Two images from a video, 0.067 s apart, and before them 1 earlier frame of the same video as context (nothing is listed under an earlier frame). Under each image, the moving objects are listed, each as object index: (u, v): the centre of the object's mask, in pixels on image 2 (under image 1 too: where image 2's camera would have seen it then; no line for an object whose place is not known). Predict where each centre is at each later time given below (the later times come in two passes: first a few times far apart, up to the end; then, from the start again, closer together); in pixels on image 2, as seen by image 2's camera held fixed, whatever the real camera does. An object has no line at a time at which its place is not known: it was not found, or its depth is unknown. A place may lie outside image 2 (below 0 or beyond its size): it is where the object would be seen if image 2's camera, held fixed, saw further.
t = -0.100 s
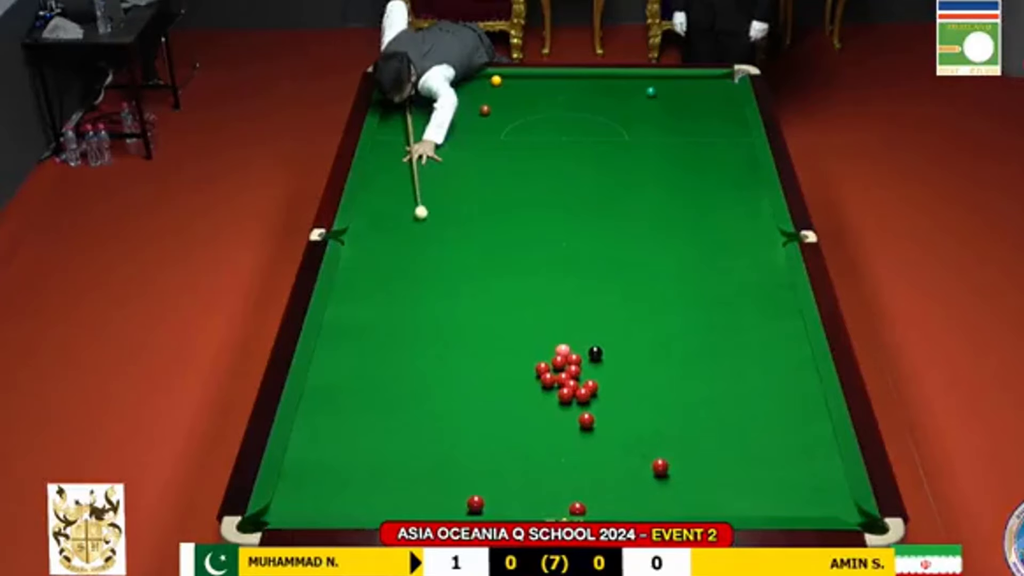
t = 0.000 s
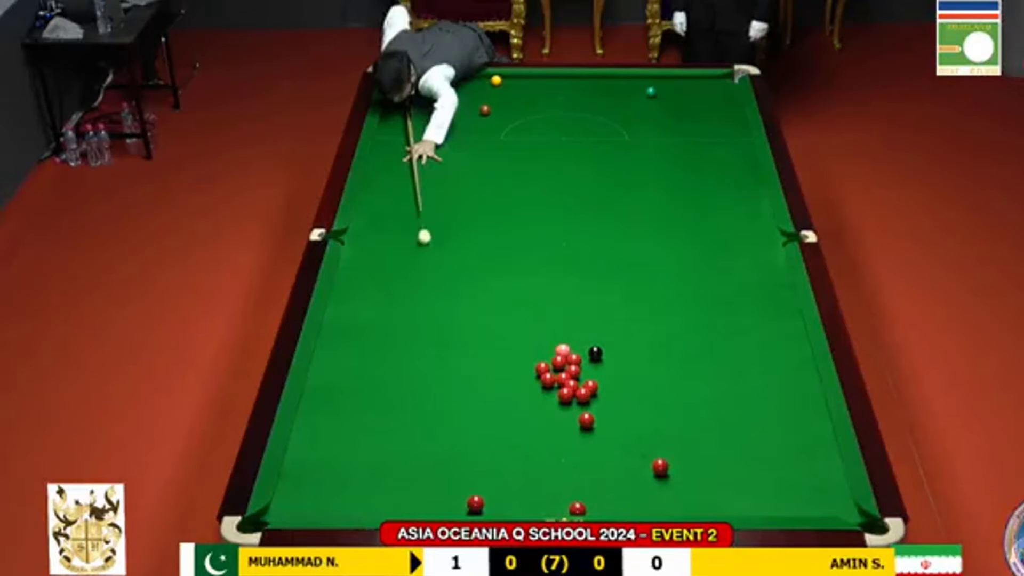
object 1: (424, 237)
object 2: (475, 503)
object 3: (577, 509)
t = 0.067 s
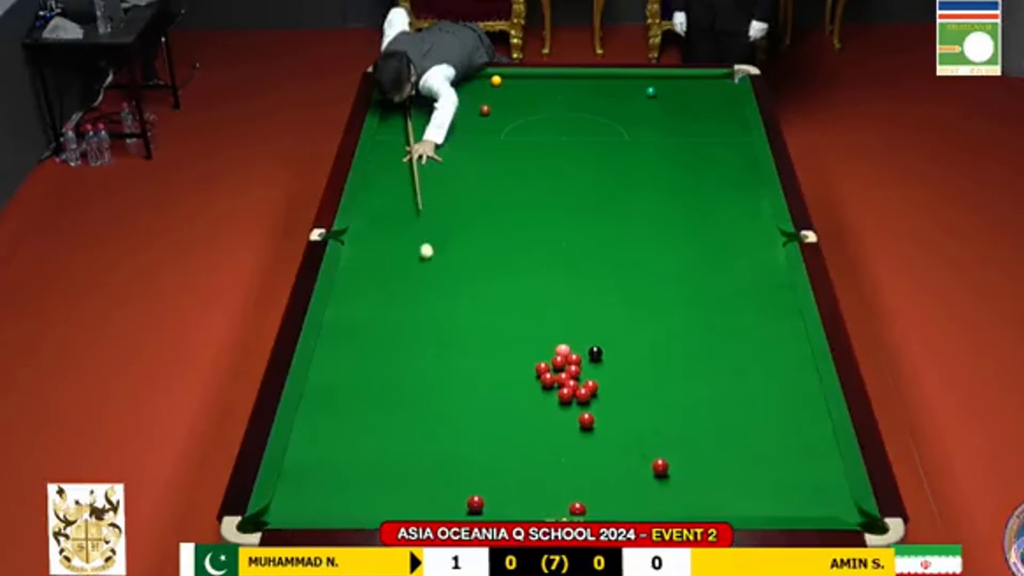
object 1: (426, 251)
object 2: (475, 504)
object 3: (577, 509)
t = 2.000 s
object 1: (381, 334)
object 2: (592, 485)
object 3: (610, 509)
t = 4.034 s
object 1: (397, 166)
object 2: (641, 453)
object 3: (643, 507)
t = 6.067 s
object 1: (425, 89)
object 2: (642, 453)
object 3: (643, 507)
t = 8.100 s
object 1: (420, 88)
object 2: (642, 453)
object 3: (643, 507)
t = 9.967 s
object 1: (420, 89)
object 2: (642, 453)
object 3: (643, 507)
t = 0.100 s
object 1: (427, 261)
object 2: (475, 504)
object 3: (577, 509)
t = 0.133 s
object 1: (428, 266)
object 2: (475, 504)
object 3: (577, 509)
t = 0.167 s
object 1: (429, 277)
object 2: (475, 504)
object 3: (577, 509)
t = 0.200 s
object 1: (431, 287)
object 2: (475, 504)
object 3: (577, 509)
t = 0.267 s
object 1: (433, 302)
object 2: (475, 504)
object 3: (577, 509)
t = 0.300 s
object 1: (434, 313)
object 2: (475, 504)
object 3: (577, 509)
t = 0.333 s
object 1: (435, 318)
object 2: (475, 504)
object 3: (577, 509)
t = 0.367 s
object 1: (436, 330)
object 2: (475, 503)
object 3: (577, 509)
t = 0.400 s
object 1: (438, 341)
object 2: (475, 504)
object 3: (577, 509)
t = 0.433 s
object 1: (439, 347)
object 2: (475, 504)
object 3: (577, 509)
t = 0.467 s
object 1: (440, 359)
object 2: (475, 504)
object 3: (577, 509)
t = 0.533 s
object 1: (442, 377)
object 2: (475, 503)
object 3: (577, 509)
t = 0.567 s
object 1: (444, 390)
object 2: (475, 504)
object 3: (577, 509)
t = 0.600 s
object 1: (446, 403)
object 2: (475, 503)
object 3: (577, 509)
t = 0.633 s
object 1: (447, 409)
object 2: (475, 503)
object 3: (577, 509)
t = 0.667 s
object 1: (449, 423)
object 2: (475, 503)
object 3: (577, 509)
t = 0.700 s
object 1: (450, 437)
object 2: (475, 503)
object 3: (577, 509)
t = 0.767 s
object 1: (453, 458)
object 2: (475, 504)
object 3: (577, 509)
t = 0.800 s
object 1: (455, 473)
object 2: (475, 504)
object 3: (577, 509)
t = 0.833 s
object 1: (457, 480)
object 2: (475, 504)
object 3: (577, 509)
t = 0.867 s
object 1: (458, 496)
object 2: (475, 503)
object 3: (577, 509)
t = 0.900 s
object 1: (454, 507)
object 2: (482, 504)
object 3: (577, 509)
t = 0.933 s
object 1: (451, 509)
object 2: (486, 505)
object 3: (577, 509)
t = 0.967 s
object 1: (446, 501)
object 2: (495, 507)
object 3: (577, 509)
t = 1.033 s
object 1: (440, 486)
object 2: (506, 509)
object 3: (577, 509)
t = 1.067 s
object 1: (437, 476)
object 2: (513, 511)
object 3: (577, 509)
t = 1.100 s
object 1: (434, 468)
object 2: (518, 510)
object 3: (577, 509)
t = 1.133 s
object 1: (432, 464)
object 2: (521, 510)
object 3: (577, 509)
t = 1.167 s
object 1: (429, 456)
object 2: (527, 508)
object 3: (577, 509)
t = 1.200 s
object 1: (426, 449)
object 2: (532, 509)
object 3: (577, 509)
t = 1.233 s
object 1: (425, 445)
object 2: (536, 508)
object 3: (577, 509)
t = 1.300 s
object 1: (420, 432)
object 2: (548, 507)
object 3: (577, 509)
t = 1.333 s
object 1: (418, 429)
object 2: (551, 507)
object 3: (577, 509)
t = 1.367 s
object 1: (416, 423)
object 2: (556, 506)
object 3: (577, 509)
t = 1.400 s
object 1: (413, 416)
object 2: (561, 506)
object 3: (578, 509)
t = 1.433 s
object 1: (412, 413)
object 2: (563, 505)
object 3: (580, 509)
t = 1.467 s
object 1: (410, 407)
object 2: (564, 503)
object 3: (582, 510)
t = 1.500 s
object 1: (408, 401)
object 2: (566, 502)
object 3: (585, 510)
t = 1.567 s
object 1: (404, 392)
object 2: (570, 499)
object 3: (590, 510)
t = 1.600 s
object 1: (402, 387)
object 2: (572, 499)
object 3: (591, 511)
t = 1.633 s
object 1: (401, 384)
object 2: (573, 497)
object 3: (592, 510)
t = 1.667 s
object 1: (398, 378)
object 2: (575, 495)
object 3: (594, 510)
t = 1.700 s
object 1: (396, 372)
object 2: (577, 494)
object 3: (597, 510)
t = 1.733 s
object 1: (395, 370)
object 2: (578, 493)
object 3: (598, 510)
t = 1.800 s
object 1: (391, 359)
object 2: (582, 491)
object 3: (602, 510)
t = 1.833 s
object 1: (390, 357)
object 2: (583, 490)
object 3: (603, 510)
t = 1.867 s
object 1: (388, 351)
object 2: (585, 489)
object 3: (605, 509)
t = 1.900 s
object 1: (385, 346)
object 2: (587, 488)
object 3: (606, 509)
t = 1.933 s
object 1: (384, 344)
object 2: (588, 487)
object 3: (607, 509)
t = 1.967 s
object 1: (383, 339)
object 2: (590, 486)
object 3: (608, 509)
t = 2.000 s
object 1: (381, 334)
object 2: (592, 485)
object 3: (610, 509)
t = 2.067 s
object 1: (377, 327)
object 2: (594, 483)
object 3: (614, 509)
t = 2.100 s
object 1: (376, 322)
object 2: (596, 482)
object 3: (615, 508)
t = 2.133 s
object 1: (375, 320)
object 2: (597, 481)
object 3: (616, 509)
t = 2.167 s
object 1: (373, 315)
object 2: (599, 480)
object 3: (617, 508)
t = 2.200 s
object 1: (371, 311)
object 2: (600, 479)
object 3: (620, 508)
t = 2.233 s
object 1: (370, 308)
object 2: (601, 478)
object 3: (620, 508)
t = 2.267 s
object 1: (369, 304)
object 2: (603, 477)
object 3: (621, 508)
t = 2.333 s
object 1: (366, 297)
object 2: (605, 476)
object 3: (623, 507)
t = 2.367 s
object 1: (364, 293)
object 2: (607, 474)
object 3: (624, 507)
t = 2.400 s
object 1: (362, 289)
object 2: (608, 474)
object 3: (626, 507)
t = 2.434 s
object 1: (360, 282)
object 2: (610, 472)
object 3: (628, 507)
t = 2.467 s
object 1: (358, 278)
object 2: (612, 471)
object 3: (629, 507)
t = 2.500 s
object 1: (357, 276)
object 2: (612, 471)
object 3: (629, 507)
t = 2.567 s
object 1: (354, 268)
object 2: (615, 469)
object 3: (632, 507)
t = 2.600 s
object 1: (353, 267)
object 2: (615, 469)
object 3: (633, 507)
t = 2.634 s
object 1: (352, 263)
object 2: (617, 468)
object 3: (633, 507)
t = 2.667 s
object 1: (350, 259)
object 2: (618, 467)
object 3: (634, 507)
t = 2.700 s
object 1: (350, 257)
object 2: (619, 467)
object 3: (635, 507)
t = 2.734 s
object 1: (348, 253)
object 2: (620, 466)
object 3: (636, 507)
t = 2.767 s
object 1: (349, 250)
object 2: (621, 465)
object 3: (637, 507)
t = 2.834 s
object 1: (352, 245)
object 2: (623, 464)
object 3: (638, 507)
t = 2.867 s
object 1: (353, 242)
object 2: (624, 463)
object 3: (638, 507)
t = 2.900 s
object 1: (354, 240)
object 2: (625, 463)
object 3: (639, 507)
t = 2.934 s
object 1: (356, 237)
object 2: (626, 462)
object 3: (639, 507)
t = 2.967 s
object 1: (358, 234)
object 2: (626, 462)
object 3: (640, 507)
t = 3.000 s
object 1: (359, 232)
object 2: (627, 462)
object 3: (640, 507)
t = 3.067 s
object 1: (362, 226)
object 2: (629, 461)
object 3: (641, 507)
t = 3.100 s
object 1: (363, 225)
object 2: (629, 460)
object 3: (641, 507)
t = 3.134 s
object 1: (365, 222)
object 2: (630, 460)
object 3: (642, 507)
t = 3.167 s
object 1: (366, 219)
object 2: (631, 459)
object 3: (642, 507)
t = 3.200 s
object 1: (367, 218)
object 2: (632, 459)
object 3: (642, 507)
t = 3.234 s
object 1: (369, 215)
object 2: (632, 458)
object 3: (643, 507)
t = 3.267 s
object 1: (370, 212)
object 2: (633, 458)
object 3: (643, 507)
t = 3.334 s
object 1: (373, 208)
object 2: (635, 458)
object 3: (643, 507)
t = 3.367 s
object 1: (374, 205)
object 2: (635, 457)
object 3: (643, 507)
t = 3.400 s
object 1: (375, 204)
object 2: (635, 457)
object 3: (643, 507)
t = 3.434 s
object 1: (376, 201)
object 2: (636, 456)
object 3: (643, 507)
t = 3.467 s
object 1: (378, 199)
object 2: (637, 456)
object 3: (643, 507)
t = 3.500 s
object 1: (379, 198)
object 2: (637, 456)
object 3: (643, 507)
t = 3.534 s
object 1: (380, 195)
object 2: (637, 456)
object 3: (643, 507)
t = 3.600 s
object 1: (382, 191)
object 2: (638, 455)
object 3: (643, 507)
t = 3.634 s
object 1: (384, 189)
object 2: (639, 455)
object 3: (643, 507)
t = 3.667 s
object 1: (385, 186)
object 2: (639, 455)
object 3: (643, 507)
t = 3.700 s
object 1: (386, 185)
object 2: (639, 455)
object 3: (643, 507)
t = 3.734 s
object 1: (387, 183)
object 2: (639, 455)
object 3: (643, 507)
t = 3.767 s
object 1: (389, 180)
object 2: (640, 454)
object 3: (643, 507)
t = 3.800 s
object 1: (389, 179)
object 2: (640, 454)
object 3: (643, 507)
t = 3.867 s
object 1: (392, 175)
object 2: (641, 454)
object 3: (643, 507)
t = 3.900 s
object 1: (392, 173)
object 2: (641, 454)
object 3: (643, 507)
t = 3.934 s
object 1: (394, 171)
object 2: (641, 454)
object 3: (643, 507)
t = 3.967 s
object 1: (395, 169)
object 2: (641, 453)
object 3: (643, 507)
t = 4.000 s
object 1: (396, 168)
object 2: (641, 453)
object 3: (643, 507)
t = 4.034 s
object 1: (397, 166)
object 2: (641, 453)
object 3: (643, 507)
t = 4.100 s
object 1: (399, 162)
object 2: (641, 453)
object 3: (643, 507)
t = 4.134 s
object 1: (400, 161)
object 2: (641, 453)
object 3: (643, 507)
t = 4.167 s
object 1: (401, 159)
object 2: (641, 453)
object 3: (643, 507)
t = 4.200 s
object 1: (402, 158)
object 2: (641, 453)
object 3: (643, 507)
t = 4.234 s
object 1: (403, 155)
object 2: (641, 453)
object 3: (643, 507)
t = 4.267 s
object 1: (404, 154)
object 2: (641, 453)
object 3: (643, 507)
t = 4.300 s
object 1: (404, 153)
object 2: (641, 453)
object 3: (643, 507)
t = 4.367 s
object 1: (407, 149)
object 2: (641, 453)
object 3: (643, 507)
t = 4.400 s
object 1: (407, 148)
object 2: (641, 453)
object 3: (643, 507)
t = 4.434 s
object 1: (408, 146)
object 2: (641, 453)
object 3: (643, 507)
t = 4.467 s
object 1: (409, 144)
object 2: (641, 453)
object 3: (643, 507)
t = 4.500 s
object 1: (410, 143)
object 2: (641, 453)
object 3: (643, 507)
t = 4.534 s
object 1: (411, 141)
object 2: (641, 453)
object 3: (643, 507)
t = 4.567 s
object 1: (412, 139)
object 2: (641, 453)
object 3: (643, 507)
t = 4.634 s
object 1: (414, 137)
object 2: (641, 453)
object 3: (643, 507)
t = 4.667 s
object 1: (414, 135)
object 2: (641, 453)
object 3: (643, 507)
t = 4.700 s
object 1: (415, 134)
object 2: (641, 453)
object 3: (643, 507)
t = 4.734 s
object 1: (416, 132)
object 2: (641, 453)
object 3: (643, 507)
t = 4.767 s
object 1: (417, 130)
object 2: (641, 453)
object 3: (643, 507)
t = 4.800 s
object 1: (417, 130)
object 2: (641, 453)
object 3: (643, 507)
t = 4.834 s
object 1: (418, 128)
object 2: (641, 453)
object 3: (643, 507)
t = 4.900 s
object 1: (420, 126)
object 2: (641, 453)
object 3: (643, 507)
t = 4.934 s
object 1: (421, 124)
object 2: (641, 453)
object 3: (643, 507)
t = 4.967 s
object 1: (422, 122)
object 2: (641, 453)
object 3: (643, 507)
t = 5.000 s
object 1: (422, 122)
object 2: (641, 453)
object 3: (643, 507)
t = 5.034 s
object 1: (423, 120)
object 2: (641, 453)
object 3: (643, 507)
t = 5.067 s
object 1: (424, 118)
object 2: (641, 453)
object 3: (643, 507)
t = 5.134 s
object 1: (426, 116)
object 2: (641, 453)
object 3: (643, 507)
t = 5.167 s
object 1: (427, 115)
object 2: (641, 453)
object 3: (643, 507)
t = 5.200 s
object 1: (427, 114)
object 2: (641, 453)
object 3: (643, 507)
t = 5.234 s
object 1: (427, 113)
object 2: (641, 453)
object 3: (643, 507)
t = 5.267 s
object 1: (427, 111)
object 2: (641, 453)
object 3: (643, 507)
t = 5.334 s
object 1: (426, 110)
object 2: (641, 453)
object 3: (643, 507)
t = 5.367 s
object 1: (426, 109)
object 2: (641, 453)
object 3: (643, 507)
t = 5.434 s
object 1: (426, 106)
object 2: (641, 453)
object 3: (643, 507)
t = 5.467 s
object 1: (426, 105)
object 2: (641, 453)
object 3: (643, 507)
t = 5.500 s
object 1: (426, 104)
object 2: (641, 453)
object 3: (643, 507)
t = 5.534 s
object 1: (426, 103)
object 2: (641, 453)
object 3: (643, 507)
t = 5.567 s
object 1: (426, 102)
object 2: (641, 453)
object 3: (643, 507)
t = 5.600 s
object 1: (426, 101)
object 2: (641, 453)
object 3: (643, 507)
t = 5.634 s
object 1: (426, 100)
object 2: (641, 453)
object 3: (643, 507)
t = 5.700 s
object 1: (425, 99)
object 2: (641, 453)
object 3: (643, 507)
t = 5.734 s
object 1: (425, 98)
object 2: (641, 453)
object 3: (643, 507)
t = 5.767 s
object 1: (425, 97)
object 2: (642, 453)
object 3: (643, 507)
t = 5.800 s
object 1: (425, 96)
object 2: (642, 453)
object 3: (643, 507)
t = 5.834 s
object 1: (425, 95)
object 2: (642, 453)
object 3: (643, 507)
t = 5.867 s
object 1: (425, 94)
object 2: (642, 453)
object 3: (643, 507)
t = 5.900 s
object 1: (425, 93)
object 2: (642, 453)
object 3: (643, 507)
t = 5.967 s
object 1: (425, 91)
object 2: (642, 453)
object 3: (643, 507)
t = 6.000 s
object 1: (425, 91)
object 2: (642, 453)
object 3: (643, 507)
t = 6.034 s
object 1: (425, 90)
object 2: (642, 453)
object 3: (643, 507)
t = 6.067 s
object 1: (425, 89)
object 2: (642, 453)
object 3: (643, 507)
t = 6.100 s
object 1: (425, 88)
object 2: (642, 453)
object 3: (643, 507)
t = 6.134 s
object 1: (425, 87)
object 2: (642, 453)
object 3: (643, 507)
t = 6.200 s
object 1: (425, 86)
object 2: (642, 453)
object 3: (643, 507)
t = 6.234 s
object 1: (425, 85)
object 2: (642, 453)
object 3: (643, 507)
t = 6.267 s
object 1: (425, 84)
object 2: (642, 453)
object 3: (643, 507)
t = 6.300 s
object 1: (425, 84)
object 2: (642, 453)
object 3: (643, 507)
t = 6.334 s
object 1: (425, 83)
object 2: (642, 453)
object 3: (643, 507)
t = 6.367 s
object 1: (425, 81)
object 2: (642, 453)
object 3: (643, 507)
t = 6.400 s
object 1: (425, 81)
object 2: (642, 453)
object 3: (643, 507)
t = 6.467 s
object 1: (425, 79)
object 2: (642, 453)
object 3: (643, 507)
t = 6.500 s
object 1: (425, 79)
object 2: (642, 453)
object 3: (643, 507)
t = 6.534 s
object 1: (425, 78)
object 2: (642, 453)
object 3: (643, 507)
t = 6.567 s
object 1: (425, 77)
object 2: (642, 453)
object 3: (643, 507)
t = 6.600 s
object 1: (425, 77)
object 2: (642, 453)
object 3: (643, 507)
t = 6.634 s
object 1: (425, 76)
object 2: (642, 453)
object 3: (643, 507)
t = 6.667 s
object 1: (424, 76)
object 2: (642, 453)
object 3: (643, 507)
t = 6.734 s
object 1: (424, 77)
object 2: (642, 453)
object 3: (643, 507)
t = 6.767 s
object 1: (424, 77)
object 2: (642, 453)
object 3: (643, 507)
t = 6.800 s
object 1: (424, 77)
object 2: (642, 453)
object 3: (643, 507)
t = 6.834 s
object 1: (423, 78)
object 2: (642, 453)
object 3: (643, 507)
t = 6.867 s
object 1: (423, 78)
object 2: (642, 453)
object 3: (643, 507)
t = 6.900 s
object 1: (423, 78)
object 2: (642, 453)
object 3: (643, 507)
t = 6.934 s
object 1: (423, 79)
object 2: (642, 453)
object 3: (643, 507)
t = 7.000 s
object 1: (423, 79)
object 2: (642, 453)
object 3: (643, 507)
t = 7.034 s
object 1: (423, 80)
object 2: (642, 453)
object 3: (643, 507)
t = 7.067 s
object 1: (423, 80)
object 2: (642, 453)
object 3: (643, 507)
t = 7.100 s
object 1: (422, 81)
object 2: (642, 453)
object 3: (643, 507)
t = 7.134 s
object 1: (422, 81)
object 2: (642, 453)
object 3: (643, 507)
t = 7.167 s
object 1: (422, 81)
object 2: (642, 453)
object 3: (643, 507)
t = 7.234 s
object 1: (422, 82)
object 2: (642, 453)
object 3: (643, 507)
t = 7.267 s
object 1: (422, 82)
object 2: (642, 453)
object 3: (643, 507)
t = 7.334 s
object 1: (422, 83)
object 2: (642, 453)
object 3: (643, 507)
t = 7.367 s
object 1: (422, 83)
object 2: (642, 453)
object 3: (643, 507)
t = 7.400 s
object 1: (421, 83)
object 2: (642, 453)
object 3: (643, 507)
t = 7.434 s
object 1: (421, 84)
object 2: (642, 453)
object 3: (643, 507)
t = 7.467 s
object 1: (421, 84)
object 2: (642, 453)
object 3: (643, 507)
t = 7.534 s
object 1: (421, 84)
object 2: (642, 453)
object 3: (643, 507)
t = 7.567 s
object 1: (421, 85)
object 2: (642, 453)
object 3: (643, 507)
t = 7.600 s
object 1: (421, 85)
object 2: (642, 453)
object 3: (643, 507)
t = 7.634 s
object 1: (421, 85)
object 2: (642, 453)
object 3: (643, 507)
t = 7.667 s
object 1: (421, 85)
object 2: (642, 453)
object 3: (643, 507)
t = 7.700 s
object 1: (421, 85)
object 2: (642, 453)
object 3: (643, 507)
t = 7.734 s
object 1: (421, 86)
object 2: (642, 453)
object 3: (643, 507)
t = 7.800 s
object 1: (421, 86)
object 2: (642, 453)
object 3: (643, 507)
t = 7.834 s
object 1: (420, 86)
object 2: (642, 453)
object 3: (643, 507)
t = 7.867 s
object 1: (420, 86)
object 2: (642, 453)
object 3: (643, 507)
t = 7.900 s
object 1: (420, 87)
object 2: (642, 453)
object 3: (643, 507)
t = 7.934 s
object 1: (420, 87)
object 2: (642, 453)
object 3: (643, 507)
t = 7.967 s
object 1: (420, 87)
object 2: (642, 453)
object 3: (643, 507)
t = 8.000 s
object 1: (420, 87)
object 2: (642, 453)
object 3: (643, 507)
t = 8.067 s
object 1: (420, 87)
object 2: (642, 453)
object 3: (643, 507)
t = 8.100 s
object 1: (420, 88)
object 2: (642, 453)
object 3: (643, 507)
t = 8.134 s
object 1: (420, 88)
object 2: (642, 453)
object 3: (643, 507)
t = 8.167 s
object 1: (420, 88)
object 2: (642, 453)
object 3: (643, 507)
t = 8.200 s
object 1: (420, 88)
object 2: (642, 453)
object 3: (643, 507)
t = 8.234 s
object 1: (420, 88)
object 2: (642, 453)
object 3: (643, 507)
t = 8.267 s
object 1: (420, 88)
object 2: (642, 453)
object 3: (643, 507)
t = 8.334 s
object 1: (421, 88)
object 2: (642, 453)
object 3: (643, 507)
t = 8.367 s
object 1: (421, 88)
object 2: (642, 453)
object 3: (643, 507)
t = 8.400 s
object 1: (420, 88)
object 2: (642, 453)
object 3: (643, 507)
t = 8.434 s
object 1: (420, 88)
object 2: (642, 453)
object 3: (643, 507)
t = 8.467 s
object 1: (420, 88)
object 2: (642, 453)
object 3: (643, 507)
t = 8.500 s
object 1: (420, 88)
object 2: (642, 453)
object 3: (643, 507)
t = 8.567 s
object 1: (421, 88)
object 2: (642, 453)
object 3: (643, 507)
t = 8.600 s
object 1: (421, 88)
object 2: (642, 453)
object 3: (643, 507)
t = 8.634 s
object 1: (421, 88)
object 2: (642, 453)
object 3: (643, 507)
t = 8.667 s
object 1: (421, 88)
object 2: (642, 453)
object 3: (643, 507)
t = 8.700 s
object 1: (421, 88)
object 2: (642, 453)
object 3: (643, 507)
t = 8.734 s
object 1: (421, 88)
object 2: (642, 453)
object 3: (643, 507)
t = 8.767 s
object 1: (421, 88)
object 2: (642, 453)
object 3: (643, 507)
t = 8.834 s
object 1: (421, 88)
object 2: (642, 453)
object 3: (643, 507)
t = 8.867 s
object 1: (421, 89)
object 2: (642, 453)
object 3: (643, 507)
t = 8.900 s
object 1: (421, 89)
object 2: (642, 453)
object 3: (643, 507)
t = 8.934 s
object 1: (421, 89)
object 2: (642, 453)
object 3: (643, 507)
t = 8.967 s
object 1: (421, 88)
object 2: (642, 453)
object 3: (643, 507)
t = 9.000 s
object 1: (421, 89)
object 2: (642, 453)
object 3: (643, 507)
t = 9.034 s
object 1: (421, 89)
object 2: (642, 453)
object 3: (643, 507)
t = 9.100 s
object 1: (421, 89)
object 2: (642, 453)
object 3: (643, 507)
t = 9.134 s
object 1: (421, 89)
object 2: (642, 453)
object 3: (643, 507)
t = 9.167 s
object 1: (421, 89)
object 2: (642, 453)
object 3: (643, 507)
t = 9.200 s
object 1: (421, 88)
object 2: (642, 453)
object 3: (643, 507)
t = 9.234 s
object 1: (421, 89)
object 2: (642, 453)
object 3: (643, 507)
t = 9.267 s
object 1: (421, 89)
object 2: (642, 453)
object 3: (643, 507)
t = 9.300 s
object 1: (421, 89)
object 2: (642, 453)
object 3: (643, 507)
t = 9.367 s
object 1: (421, 89)
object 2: (642, 453)
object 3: (643, 507)
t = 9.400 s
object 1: (421, 89)
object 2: (642, 453)
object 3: (643, 507)
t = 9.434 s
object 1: (421, 89)
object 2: (642, 453)
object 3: (643, 507)
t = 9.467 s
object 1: (421, 88)
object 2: (642, 453)
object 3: (643, 507)
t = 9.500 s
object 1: (421, 89)
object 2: (642, 453)
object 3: (643, 507)
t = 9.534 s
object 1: (421, 89)
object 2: (642, 453)
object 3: (643, 507)
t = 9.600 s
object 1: (421, 89)
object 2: (642, 453)
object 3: (643, 507)
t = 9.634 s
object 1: (421, 89)
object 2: (642, 453)
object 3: (643, 507)
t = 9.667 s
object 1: (421, 89)
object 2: (642, 453)
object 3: (643, 507)
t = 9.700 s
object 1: (421, 89)
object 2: (642, 453)
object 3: (643, 507)
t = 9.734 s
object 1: (420, 89)
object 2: (642, 453)
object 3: (643, 507)
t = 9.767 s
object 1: (420, 88)
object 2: (642, 453)
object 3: (643, 507)
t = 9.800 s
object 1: (420, 88)
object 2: (642, 453)
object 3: (643, 507)
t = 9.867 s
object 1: (420, 89)
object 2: (642, 453)
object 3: (643, 507)
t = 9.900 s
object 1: (420, 89)
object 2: (642, 453)
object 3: (643, 507)
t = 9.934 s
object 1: (420, 89)
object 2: (642, 453)
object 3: (643, 507)
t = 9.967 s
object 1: (420, 89)
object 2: (642, 453)
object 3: (643, 507)
